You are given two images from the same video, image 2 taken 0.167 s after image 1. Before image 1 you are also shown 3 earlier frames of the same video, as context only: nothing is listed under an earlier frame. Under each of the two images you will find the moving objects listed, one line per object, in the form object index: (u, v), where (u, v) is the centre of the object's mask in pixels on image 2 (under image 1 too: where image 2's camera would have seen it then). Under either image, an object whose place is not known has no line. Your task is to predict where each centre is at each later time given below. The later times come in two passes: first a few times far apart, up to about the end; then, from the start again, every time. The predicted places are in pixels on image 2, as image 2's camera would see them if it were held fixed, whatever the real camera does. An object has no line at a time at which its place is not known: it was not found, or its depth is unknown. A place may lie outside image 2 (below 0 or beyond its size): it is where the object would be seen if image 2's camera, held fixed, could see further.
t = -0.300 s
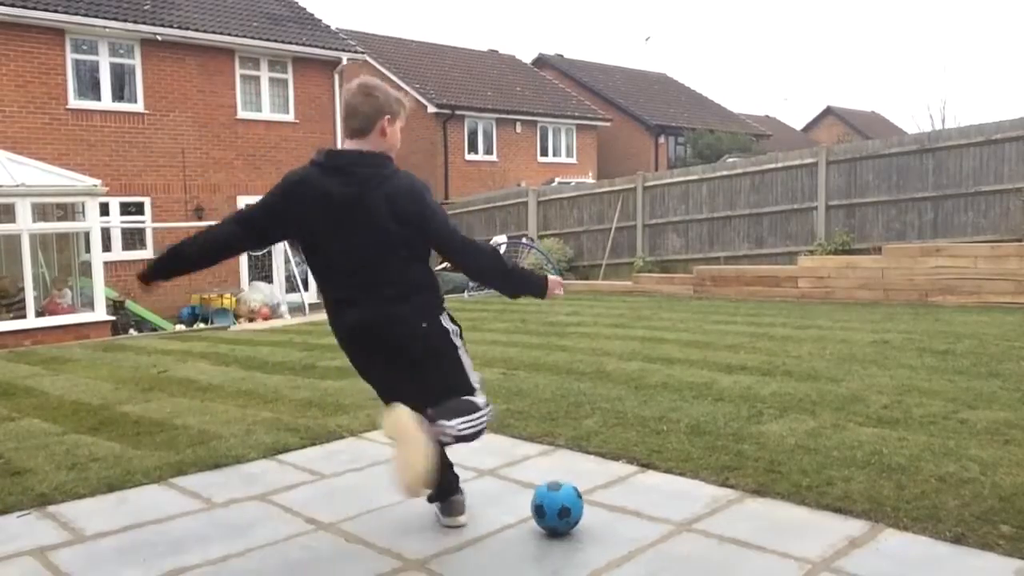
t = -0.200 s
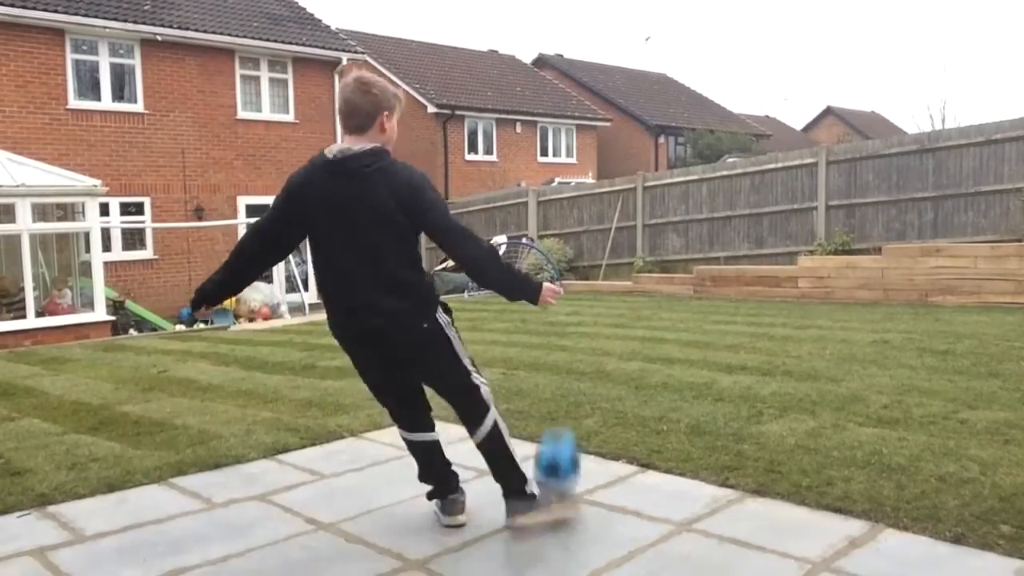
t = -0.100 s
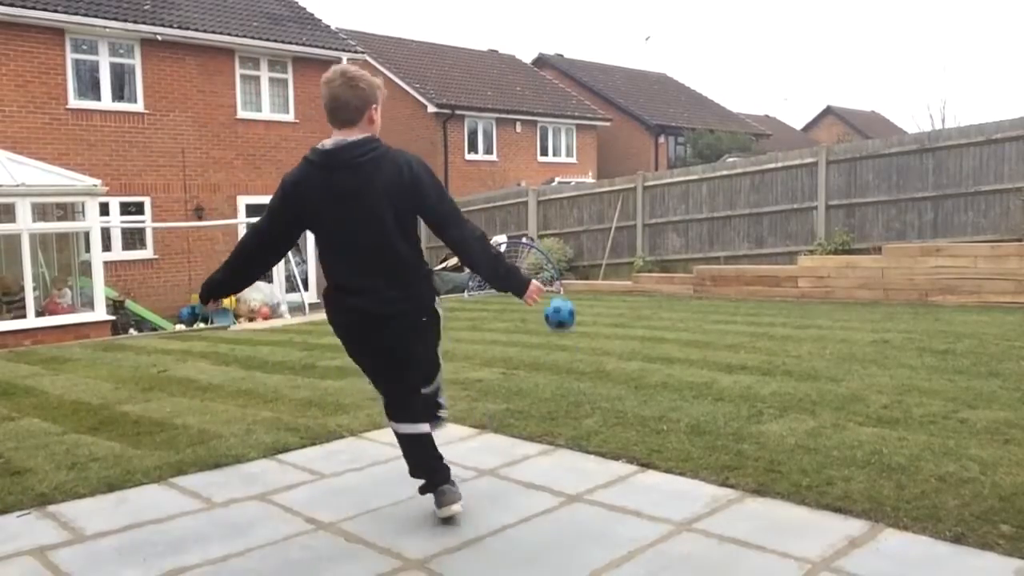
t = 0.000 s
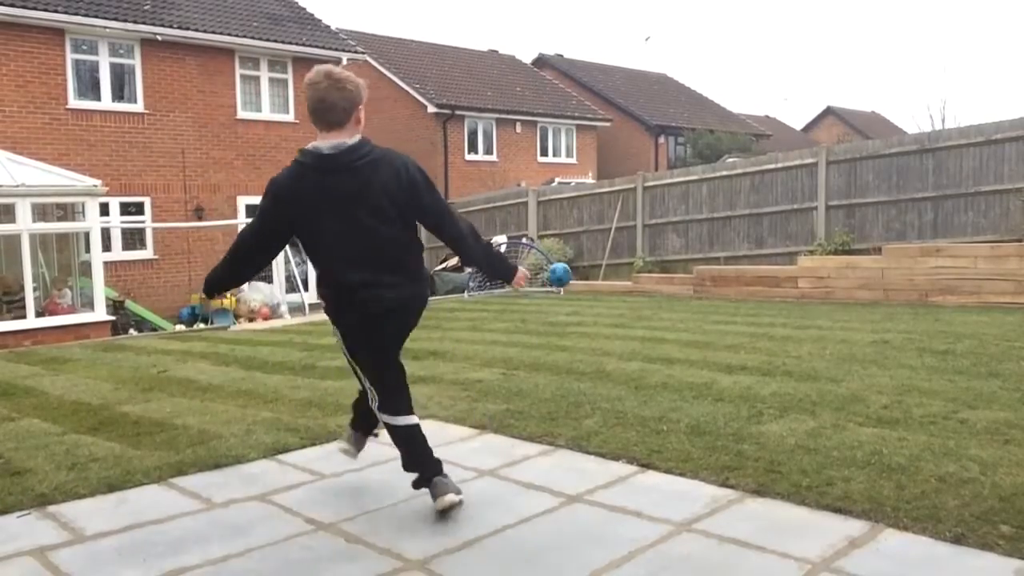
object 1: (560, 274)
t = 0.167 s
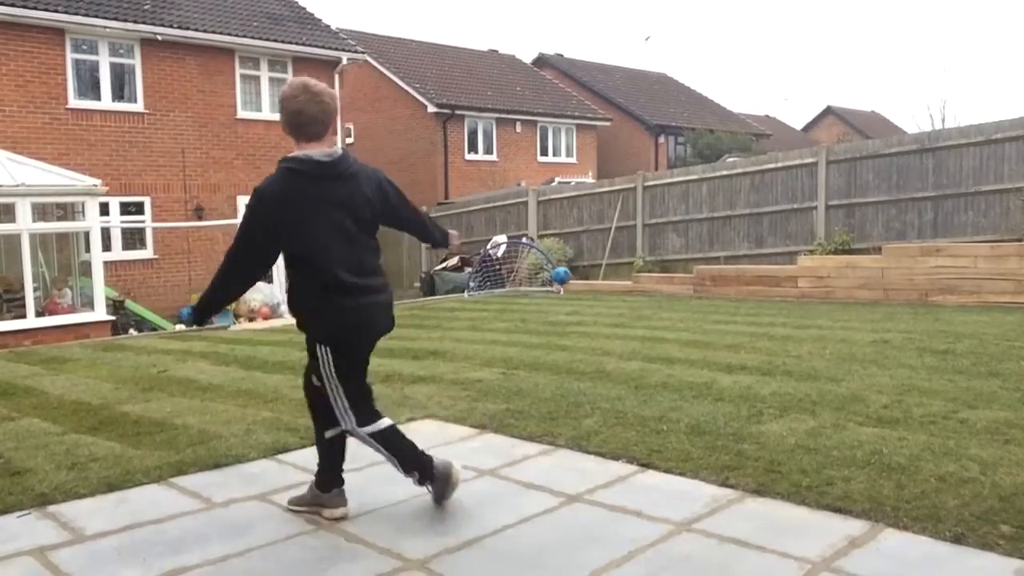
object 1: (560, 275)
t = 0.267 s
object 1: (563, 293)
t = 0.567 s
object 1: (563, 287)
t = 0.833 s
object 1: (564, 282)
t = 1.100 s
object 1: (571, 284)
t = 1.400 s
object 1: (562, 285)
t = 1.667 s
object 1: (554, 286)
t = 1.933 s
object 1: (555, 287)
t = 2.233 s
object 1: (555, 287)
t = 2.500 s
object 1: (555, 287)
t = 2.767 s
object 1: (555, 287)
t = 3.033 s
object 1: (555, 287)
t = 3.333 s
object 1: (555, 287)
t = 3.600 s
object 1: (555, 287)
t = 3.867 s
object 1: (555, 287)
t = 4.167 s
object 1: (555, 287)
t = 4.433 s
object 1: (555, 287)
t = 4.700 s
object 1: (555, 287)
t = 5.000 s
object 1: (555, 286)
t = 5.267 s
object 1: (555, 287)
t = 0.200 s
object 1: (562, 280)
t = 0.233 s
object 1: (562, 287)
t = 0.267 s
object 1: (563, 293)
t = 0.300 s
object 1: (564, 299)
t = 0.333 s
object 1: (565, 307)
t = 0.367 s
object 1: (565, 303)
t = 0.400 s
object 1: (565, 298)
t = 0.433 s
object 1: (565, 295)
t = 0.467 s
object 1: (564, 292)
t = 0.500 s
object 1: (565, 290)
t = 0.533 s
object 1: (564, 288)
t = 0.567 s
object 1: (563, 287)
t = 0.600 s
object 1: (563, 287)
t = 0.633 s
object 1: (563, 288)
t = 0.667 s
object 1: (563, 290)
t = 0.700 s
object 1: (563, 291)
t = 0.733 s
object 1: (564, 291)
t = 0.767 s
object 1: (563, 288)
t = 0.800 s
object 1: (564, 285)
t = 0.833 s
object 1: (564, 282)
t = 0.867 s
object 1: (564, 281)
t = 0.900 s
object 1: (564, 281)
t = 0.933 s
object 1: (565, 281)
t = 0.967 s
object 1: (567, 280)
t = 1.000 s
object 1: (568, 281)
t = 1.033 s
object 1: (569, 283)
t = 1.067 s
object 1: (574, 285)
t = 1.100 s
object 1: (571, 284)
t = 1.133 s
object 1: (568, 284)
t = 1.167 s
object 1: (566, 285)
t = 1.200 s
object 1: (564, 285)
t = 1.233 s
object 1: (564, 286)
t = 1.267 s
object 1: (564, 286)
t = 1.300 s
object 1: (564, 285)
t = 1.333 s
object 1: (563, 284)
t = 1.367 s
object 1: (562, 285)
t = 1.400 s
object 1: (562, 285)
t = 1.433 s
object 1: (557, 288)
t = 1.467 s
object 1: (555, 286)
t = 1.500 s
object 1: (555, 286)
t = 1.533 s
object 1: (554, 286)
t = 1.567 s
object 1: (554, 286)
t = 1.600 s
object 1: (554, 286)
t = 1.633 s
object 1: (554, 287)
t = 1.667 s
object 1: (554, 286)
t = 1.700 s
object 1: (555, 286)
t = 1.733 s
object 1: (554, 287)
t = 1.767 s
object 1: (555, 287)
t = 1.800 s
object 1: (555, 287)
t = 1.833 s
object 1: (555, 286)
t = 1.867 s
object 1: (555, 287)
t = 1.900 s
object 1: (555, 287)
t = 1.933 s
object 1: (555, 287)
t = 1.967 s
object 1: (554, 287)
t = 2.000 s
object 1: (555, 287)
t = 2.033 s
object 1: (555, 287)
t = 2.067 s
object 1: (555, 287)
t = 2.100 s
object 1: (555, 287)
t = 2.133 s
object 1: (555, 287)
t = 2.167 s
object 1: (555, 287)
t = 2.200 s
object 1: (555, 287)
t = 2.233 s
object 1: (555, 287)
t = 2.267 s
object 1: (555, 287)
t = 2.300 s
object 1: (555, 287)
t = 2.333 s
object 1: (555, 287)
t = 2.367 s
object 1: (555, 287)
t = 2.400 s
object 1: (555, 287)
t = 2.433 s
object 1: (555, 287)
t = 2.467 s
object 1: (555, 287)
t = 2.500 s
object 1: (555, 287)
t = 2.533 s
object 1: (555, 287)
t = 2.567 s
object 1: (555, 287)
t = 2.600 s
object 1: (555, 287)
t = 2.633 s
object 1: (555, 287)
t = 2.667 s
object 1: (555, 287)
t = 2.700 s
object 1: (555, 287)
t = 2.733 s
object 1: (555, 287)
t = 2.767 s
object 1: (555, 287)
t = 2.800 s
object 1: (555, 287)
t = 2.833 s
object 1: (555, 287)
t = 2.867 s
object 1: (555, 287)
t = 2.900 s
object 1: (555, 287)
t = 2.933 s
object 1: (555, 287)
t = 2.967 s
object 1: (555, 287)
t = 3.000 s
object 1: (555, 287)
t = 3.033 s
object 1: (555, 287)
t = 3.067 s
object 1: (555, 287)
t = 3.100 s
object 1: (555, 287)
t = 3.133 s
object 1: (555, 287)
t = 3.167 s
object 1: (555, 287)
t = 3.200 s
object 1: (555, 287)
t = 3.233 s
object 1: (555, 287)
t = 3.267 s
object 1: (555, 287)
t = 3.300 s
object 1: (555, 287)
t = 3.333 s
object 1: (555, 287)
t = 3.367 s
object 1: (555, 287)
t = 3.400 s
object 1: (555, 287)
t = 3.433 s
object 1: (555, 287)
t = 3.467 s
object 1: (555, 287)
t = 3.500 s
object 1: (555, 287)
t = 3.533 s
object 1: (555, 287)
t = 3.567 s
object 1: (555, 287)
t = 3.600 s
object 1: (555, 287)
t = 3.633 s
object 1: (555, 287)
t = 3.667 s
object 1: (555, 287)
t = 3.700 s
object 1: (555, 287)
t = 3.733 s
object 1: (555, 287)
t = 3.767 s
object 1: (555, 287)
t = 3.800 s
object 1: (555, 287)
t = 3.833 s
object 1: (555, 287)
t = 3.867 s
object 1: (555, 287)
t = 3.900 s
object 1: (555, 287)
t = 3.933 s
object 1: (555, 287)
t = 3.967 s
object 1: (555, 287)
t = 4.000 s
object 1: (555, 287)
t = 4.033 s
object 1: (555, 287)
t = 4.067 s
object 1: (555, 287)
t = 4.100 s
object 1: (555, 287)
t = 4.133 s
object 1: (555, 287)
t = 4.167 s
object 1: (555, 287)
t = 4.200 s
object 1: (555, 287)
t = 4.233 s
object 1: (555, 287)
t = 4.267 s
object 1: (555, 287)
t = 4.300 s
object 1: (555, 287)
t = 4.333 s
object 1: (555, 287)
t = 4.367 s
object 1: (555, 287)
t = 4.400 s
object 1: (555, 287)
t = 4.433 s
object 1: (555, 287)
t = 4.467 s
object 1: (555, 287)
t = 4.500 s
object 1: (555, 287)
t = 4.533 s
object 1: (555, 287)
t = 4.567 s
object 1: (555, 287)
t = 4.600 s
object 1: (555, 286)
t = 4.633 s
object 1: (555, 287)
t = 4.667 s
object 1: (555, 287)
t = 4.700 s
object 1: (555, 287)
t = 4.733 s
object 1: (555, 287)
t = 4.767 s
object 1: (555, 287)
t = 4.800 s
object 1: (555, 287)
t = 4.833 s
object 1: (555, 287)
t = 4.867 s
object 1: (555, 287)
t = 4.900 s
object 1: (555, 287)
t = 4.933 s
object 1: (555, 286)
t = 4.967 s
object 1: (555, 286)
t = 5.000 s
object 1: (555, 286)
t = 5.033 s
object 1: (555, 286)
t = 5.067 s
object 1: (555, 287)
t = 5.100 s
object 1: (555, 286)
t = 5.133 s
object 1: (555, 286)
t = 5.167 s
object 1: (555, 287)
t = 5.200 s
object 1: (555, 286)
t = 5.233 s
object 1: (555, 286)
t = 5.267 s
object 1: (555, 287)
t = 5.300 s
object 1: (555, 287)
